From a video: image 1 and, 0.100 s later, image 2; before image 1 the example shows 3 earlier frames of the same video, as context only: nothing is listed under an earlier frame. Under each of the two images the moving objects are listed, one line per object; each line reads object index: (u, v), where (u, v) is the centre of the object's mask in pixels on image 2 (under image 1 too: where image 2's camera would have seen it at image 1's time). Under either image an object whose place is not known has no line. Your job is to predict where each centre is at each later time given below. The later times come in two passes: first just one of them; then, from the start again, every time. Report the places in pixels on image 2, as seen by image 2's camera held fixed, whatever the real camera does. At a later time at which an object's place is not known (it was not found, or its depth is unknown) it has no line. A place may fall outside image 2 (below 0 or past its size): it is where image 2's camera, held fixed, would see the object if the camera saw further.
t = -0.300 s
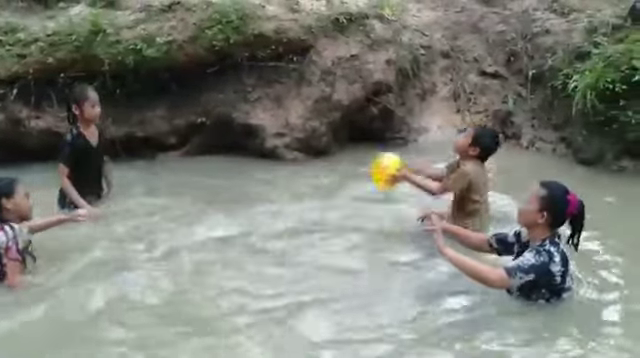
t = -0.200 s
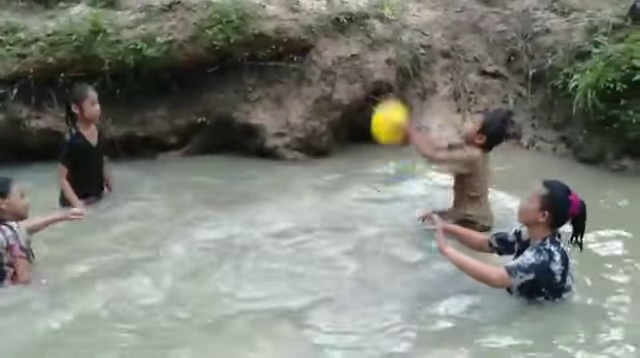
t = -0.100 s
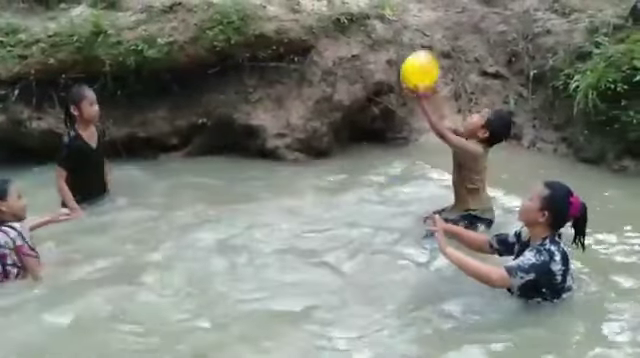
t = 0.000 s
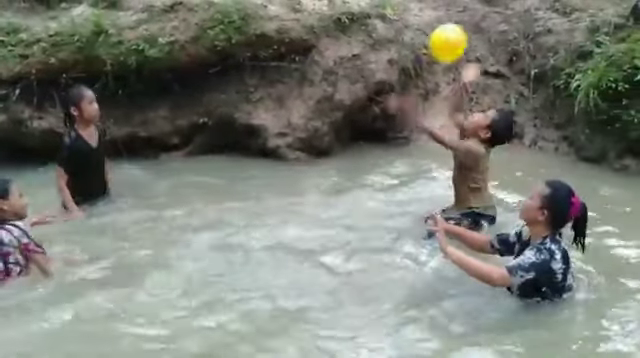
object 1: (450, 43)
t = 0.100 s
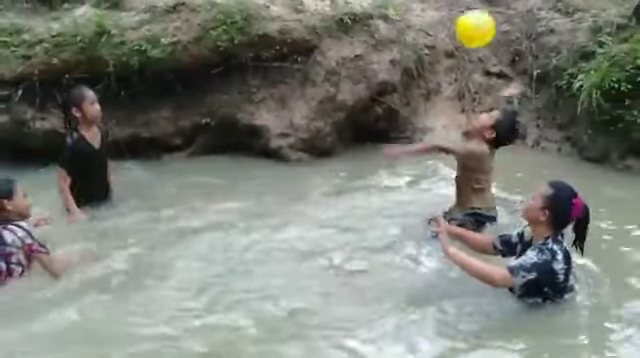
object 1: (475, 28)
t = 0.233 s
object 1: (509, 28)
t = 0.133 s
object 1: (483, 27)
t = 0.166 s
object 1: (491, 26)
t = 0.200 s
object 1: (500, 26)
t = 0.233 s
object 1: (509, 28)
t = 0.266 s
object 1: (518, 32)
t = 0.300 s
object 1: (527, 37)
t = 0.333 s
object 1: (536, 44)
